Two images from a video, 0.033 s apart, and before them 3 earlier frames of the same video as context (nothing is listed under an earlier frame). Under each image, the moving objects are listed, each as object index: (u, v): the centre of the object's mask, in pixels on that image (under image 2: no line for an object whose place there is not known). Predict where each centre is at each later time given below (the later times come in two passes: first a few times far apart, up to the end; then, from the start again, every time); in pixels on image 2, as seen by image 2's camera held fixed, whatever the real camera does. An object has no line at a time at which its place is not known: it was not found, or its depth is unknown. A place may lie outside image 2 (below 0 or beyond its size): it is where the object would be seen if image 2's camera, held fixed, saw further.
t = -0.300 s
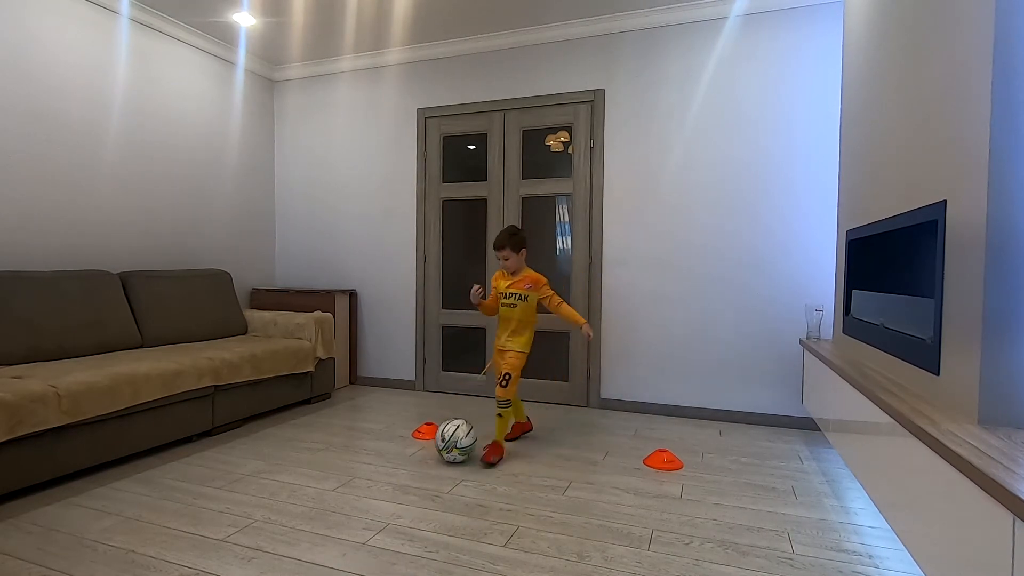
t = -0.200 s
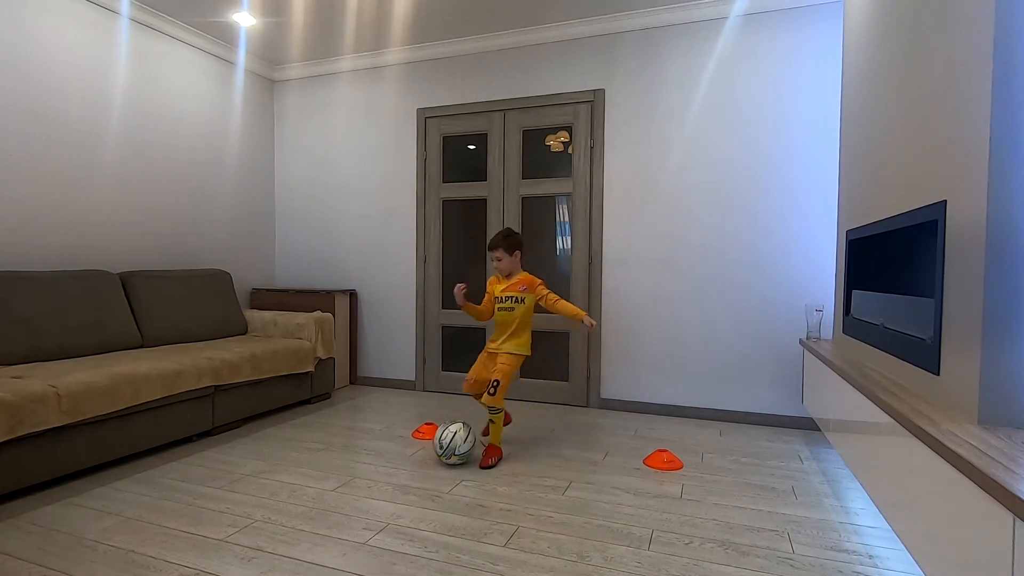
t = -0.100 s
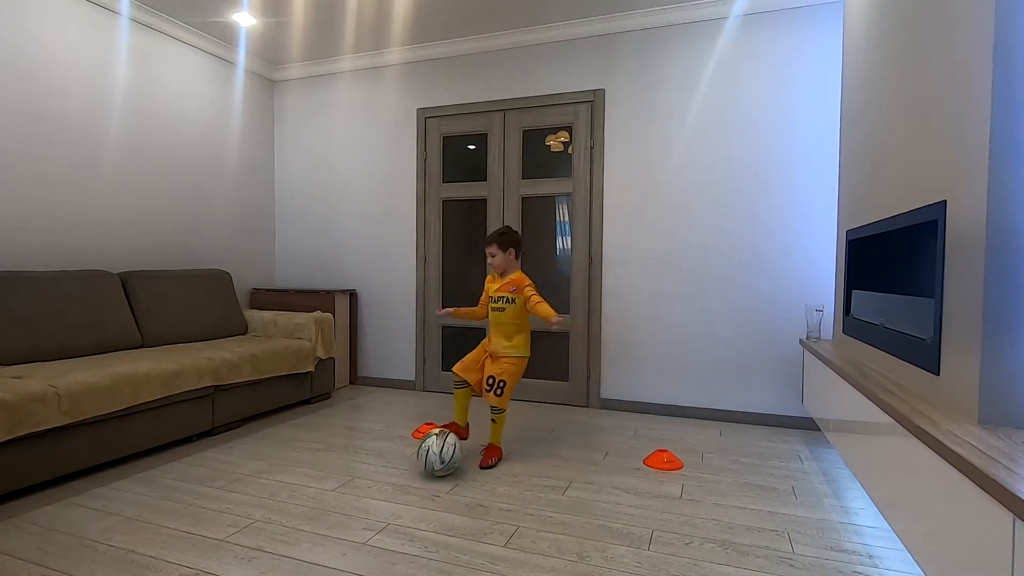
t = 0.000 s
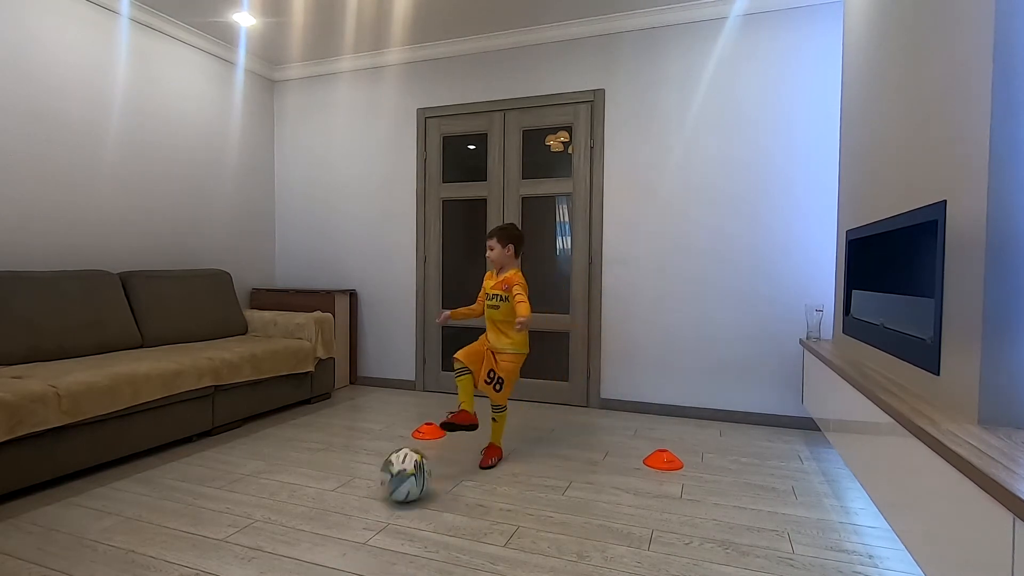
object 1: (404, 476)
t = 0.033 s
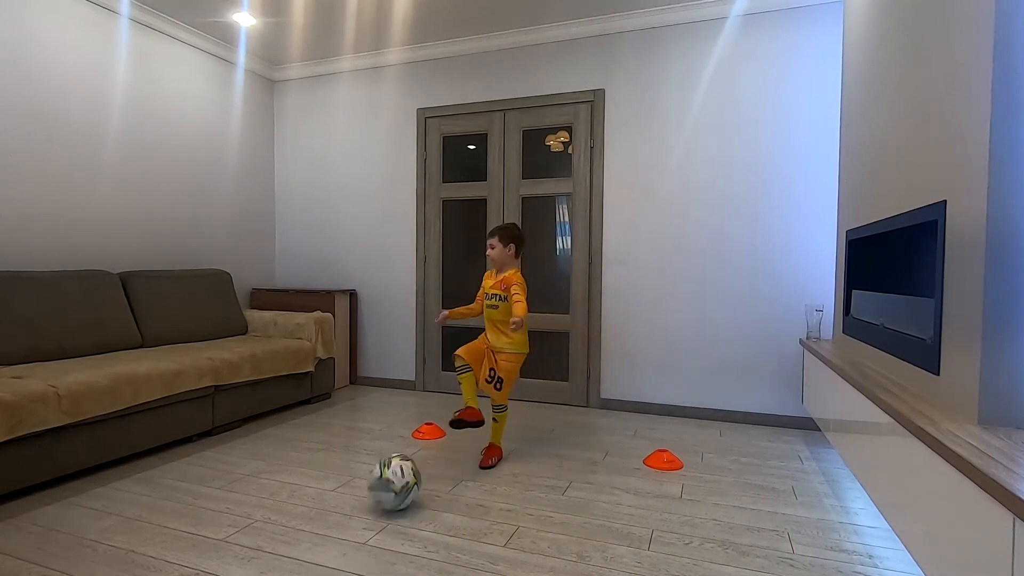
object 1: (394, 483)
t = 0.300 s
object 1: (300, 544)
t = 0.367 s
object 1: (273, 554)
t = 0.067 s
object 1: (384, 490)
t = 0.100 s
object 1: (372, 498)
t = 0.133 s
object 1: (362, 505)
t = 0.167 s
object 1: (351, 513)
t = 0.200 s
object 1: (339, 521)
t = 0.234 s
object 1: (326, 530)
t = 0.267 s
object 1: (313, 540)
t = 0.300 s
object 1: (300, 544)
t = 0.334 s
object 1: (286, 550)
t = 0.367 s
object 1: (273, 554)
